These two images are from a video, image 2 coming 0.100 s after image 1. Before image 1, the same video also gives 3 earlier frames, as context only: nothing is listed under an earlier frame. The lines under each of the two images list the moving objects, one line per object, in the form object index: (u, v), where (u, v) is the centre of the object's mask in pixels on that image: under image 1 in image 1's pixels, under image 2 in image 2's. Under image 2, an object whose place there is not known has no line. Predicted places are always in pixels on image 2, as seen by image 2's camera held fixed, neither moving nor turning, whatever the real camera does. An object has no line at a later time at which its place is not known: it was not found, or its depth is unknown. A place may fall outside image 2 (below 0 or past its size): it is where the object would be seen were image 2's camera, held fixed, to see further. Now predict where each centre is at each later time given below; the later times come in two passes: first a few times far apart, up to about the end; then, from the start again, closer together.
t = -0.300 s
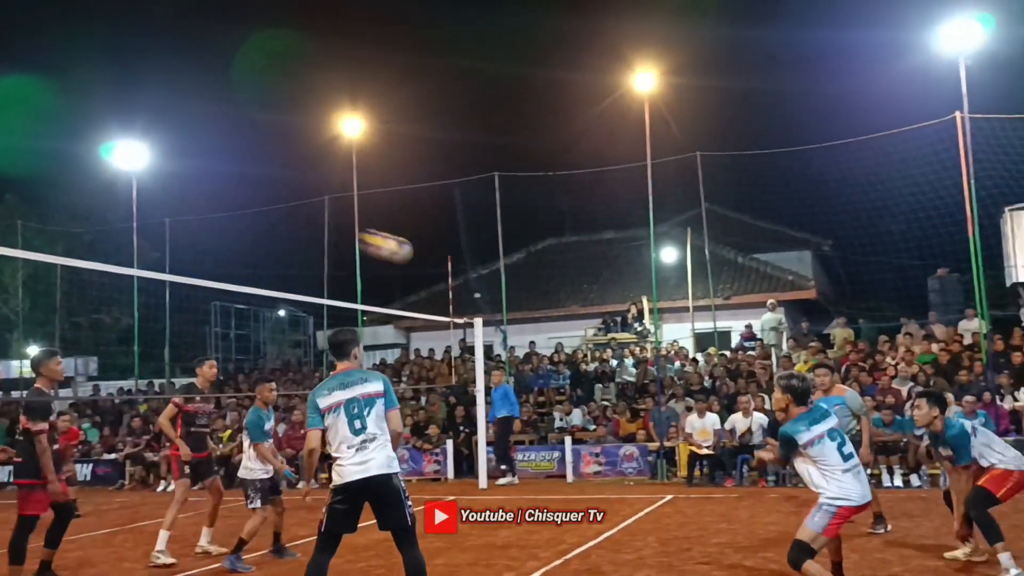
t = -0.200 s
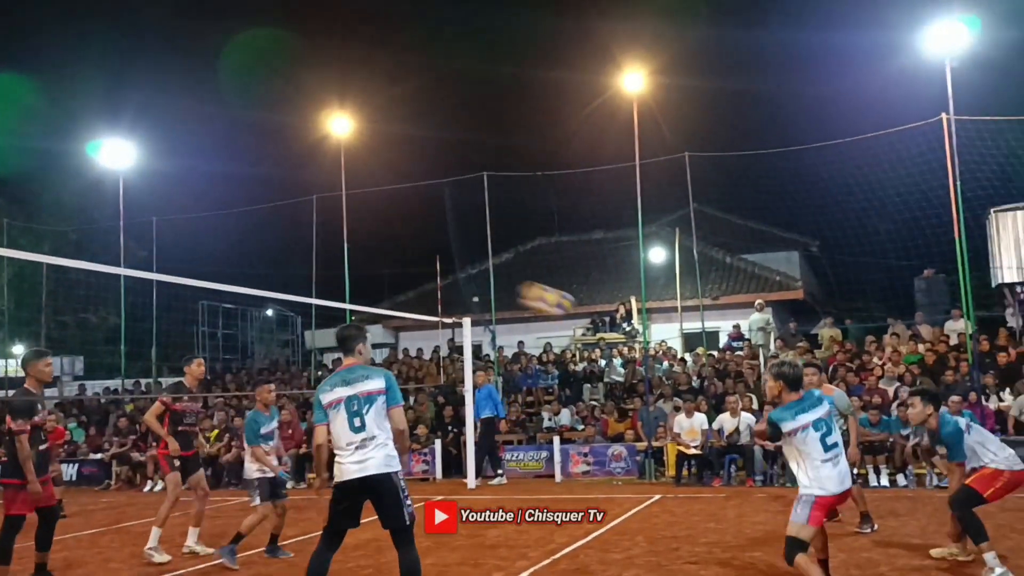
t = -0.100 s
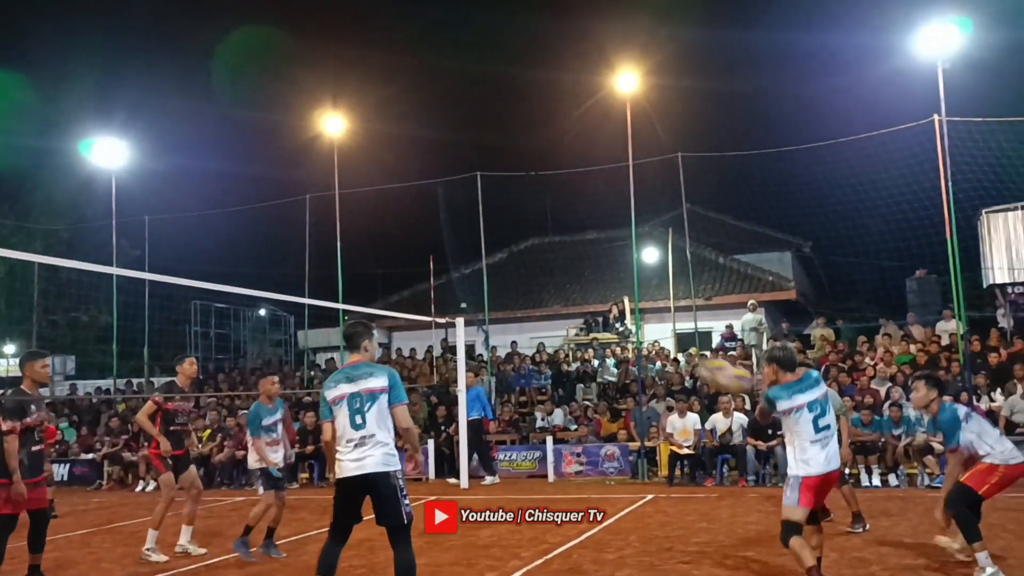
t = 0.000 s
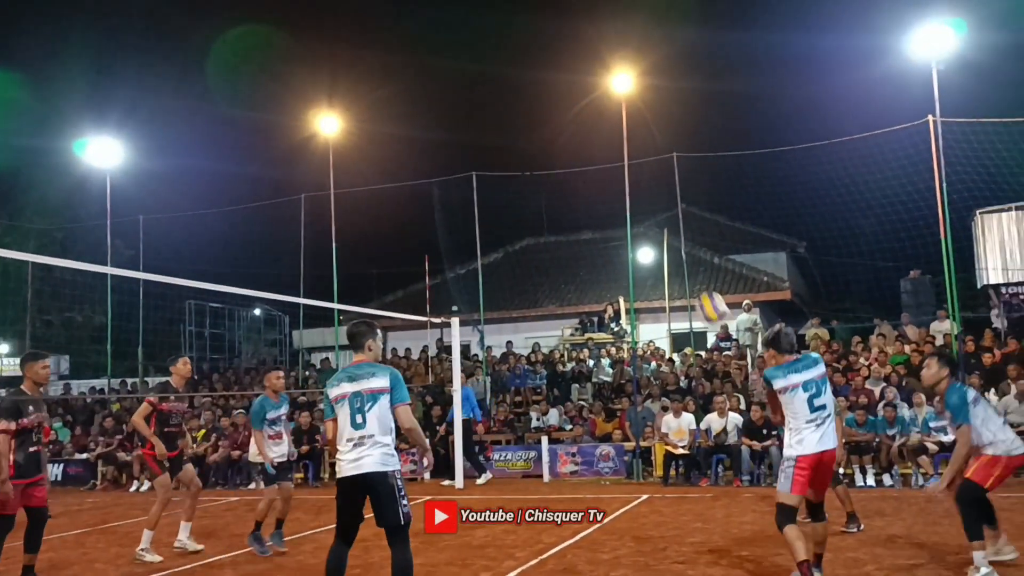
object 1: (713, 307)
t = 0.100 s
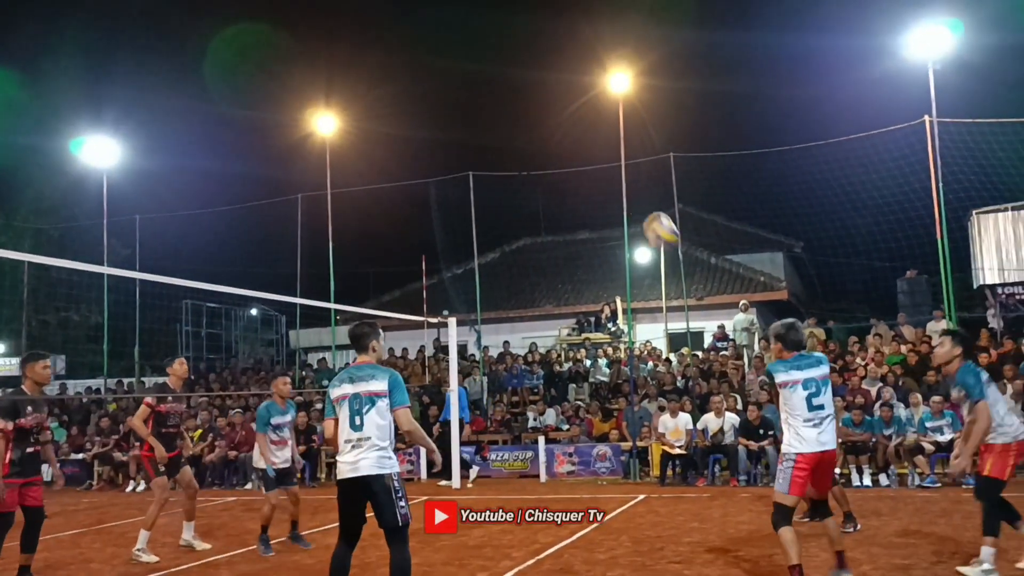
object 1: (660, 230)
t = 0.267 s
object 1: (586, 131)
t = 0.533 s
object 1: (481, 51)
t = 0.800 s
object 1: (384, 59)
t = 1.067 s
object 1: (292, 149)
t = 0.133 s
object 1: (645, 208)
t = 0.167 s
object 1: (631, 188)
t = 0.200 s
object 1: (616, 167)
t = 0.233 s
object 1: (600, 147)
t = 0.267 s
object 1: (586, 131)
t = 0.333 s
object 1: (559, 103)
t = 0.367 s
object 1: (544, 89)
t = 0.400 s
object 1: (532, 79)
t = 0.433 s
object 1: (519, 71)
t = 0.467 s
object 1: (506, 62)
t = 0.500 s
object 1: (493, 55)
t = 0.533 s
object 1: (481, 51)
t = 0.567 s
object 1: (468, 47)
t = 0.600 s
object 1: (456, 45)
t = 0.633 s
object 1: (443, 44)
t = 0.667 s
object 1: (431, 44)
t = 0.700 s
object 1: (419, 46)
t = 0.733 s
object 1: (408, 48)
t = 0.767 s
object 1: (395, 53)
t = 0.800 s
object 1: (384, 59)
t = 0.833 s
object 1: (372, 65)
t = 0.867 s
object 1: (360, 74)
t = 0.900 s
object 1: (349, 82)
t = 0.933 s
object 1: (338, 93)
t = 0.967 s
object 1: (327, 104)
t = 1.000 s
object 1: (313, 118)
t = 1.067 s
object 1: (292, 149)
